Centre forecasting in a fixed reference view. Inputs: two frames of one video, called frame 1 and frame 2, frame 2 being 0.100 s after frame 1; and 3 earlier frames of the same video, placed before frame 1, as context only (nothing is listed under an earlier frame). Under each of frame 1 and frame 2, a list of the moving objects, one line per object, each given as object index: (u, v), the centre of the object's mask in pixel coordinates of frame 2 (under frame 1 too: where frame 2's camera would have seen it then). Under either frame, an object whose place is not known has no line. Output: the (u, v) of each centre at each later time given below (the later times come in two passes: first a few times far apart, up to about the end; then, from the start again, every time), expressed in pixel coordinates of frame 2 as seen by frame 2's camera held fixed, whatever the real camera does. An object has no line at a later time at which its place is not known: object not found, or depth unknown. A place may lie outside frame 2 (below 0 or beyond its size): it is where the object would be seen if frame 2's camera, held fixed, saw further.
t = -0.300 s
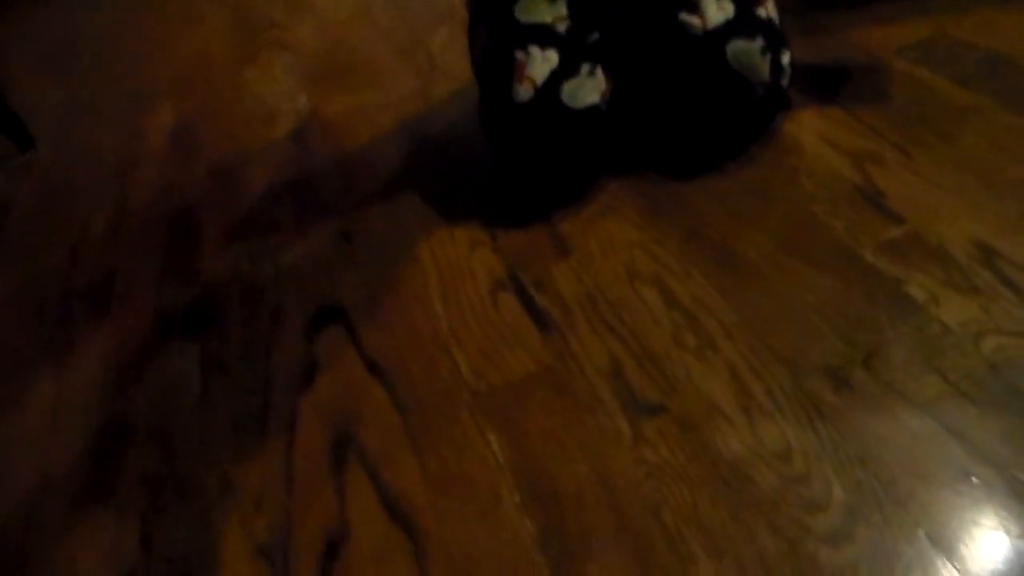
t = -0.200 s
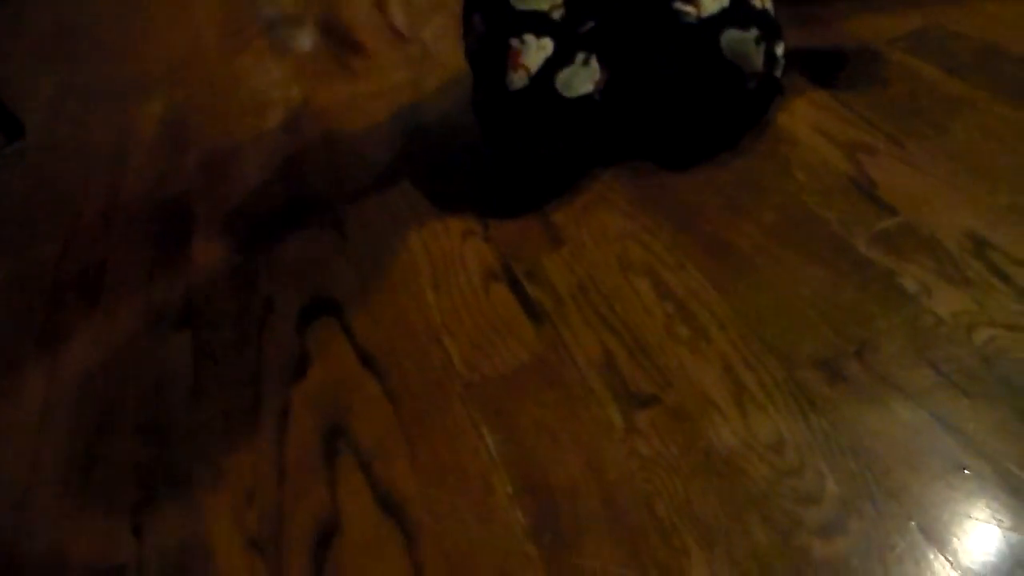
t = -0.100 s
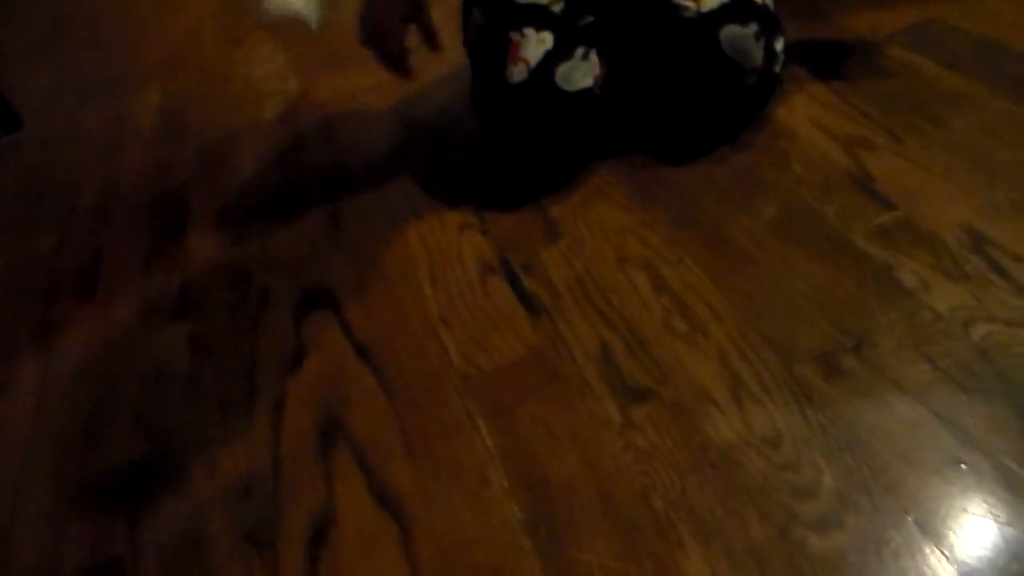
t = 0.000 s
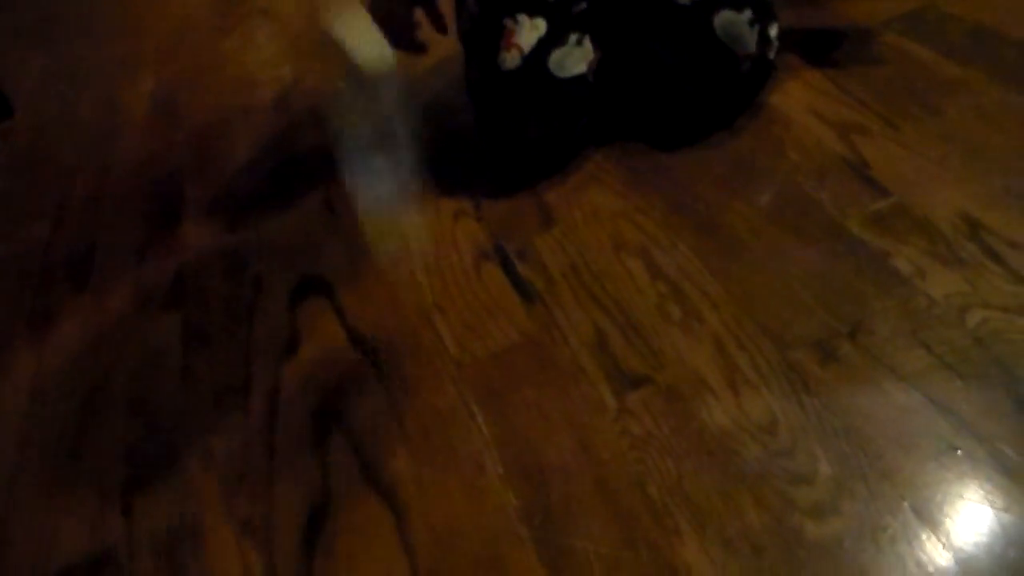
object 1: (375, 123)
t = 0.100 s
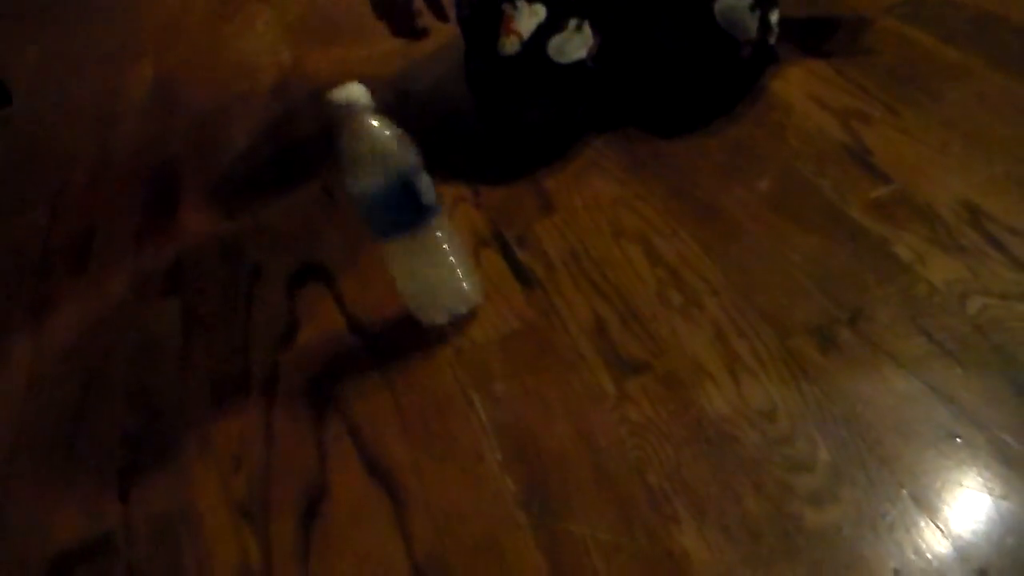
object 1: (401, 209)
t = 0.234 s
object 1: (395, 211)
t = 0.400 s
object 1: (407, 242)
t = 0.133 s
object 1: (397, 209)
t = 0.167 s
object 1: (397, 209)
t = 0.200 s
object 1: (395, 208)
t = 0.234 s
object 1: (395, 211)
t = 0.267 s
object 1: (399, 219)
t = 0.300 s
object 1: (403, 229)
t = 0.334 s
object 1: (408, 242)
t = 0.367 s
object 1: (406, 240)
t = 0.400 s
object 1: (407, 242)
